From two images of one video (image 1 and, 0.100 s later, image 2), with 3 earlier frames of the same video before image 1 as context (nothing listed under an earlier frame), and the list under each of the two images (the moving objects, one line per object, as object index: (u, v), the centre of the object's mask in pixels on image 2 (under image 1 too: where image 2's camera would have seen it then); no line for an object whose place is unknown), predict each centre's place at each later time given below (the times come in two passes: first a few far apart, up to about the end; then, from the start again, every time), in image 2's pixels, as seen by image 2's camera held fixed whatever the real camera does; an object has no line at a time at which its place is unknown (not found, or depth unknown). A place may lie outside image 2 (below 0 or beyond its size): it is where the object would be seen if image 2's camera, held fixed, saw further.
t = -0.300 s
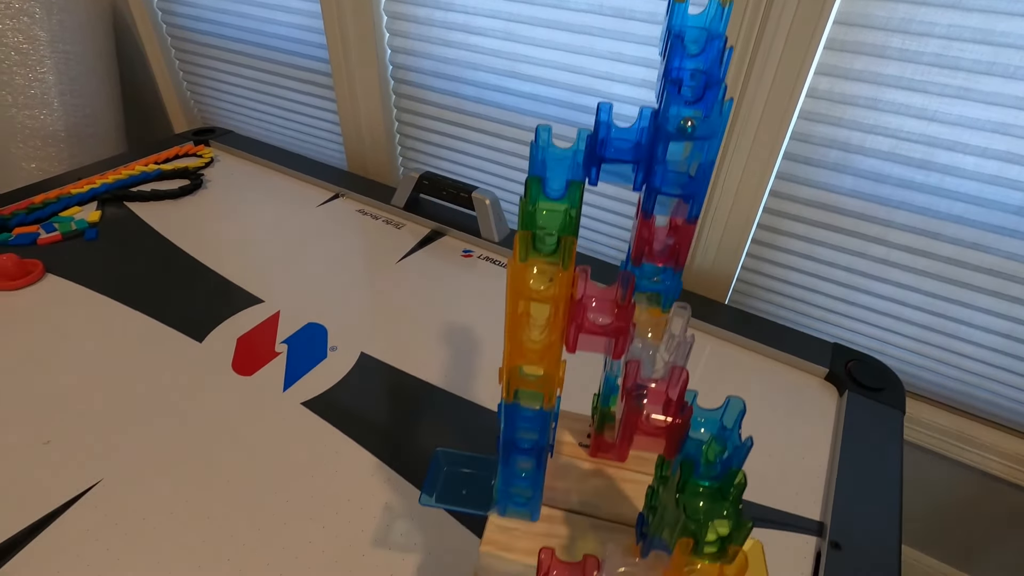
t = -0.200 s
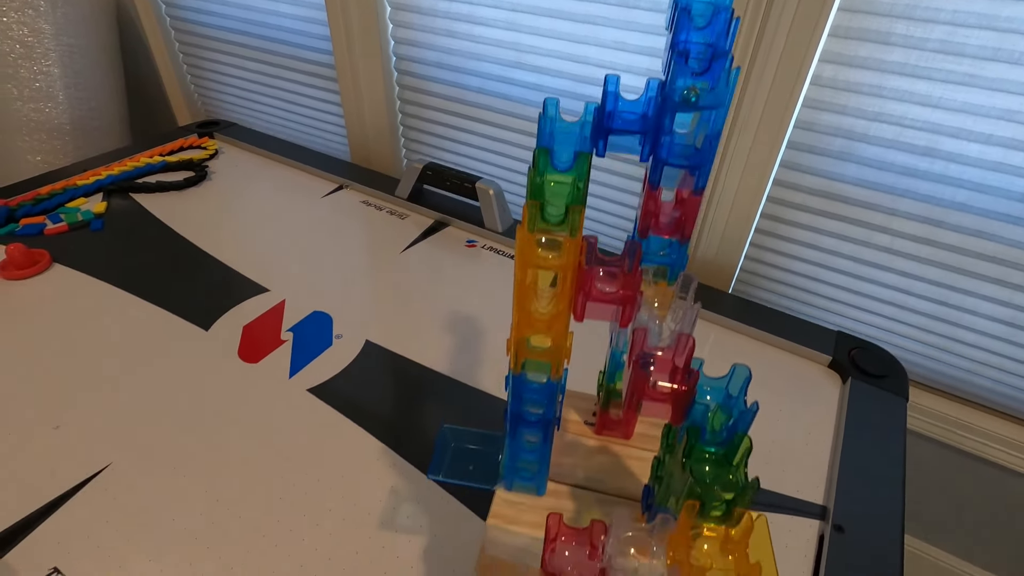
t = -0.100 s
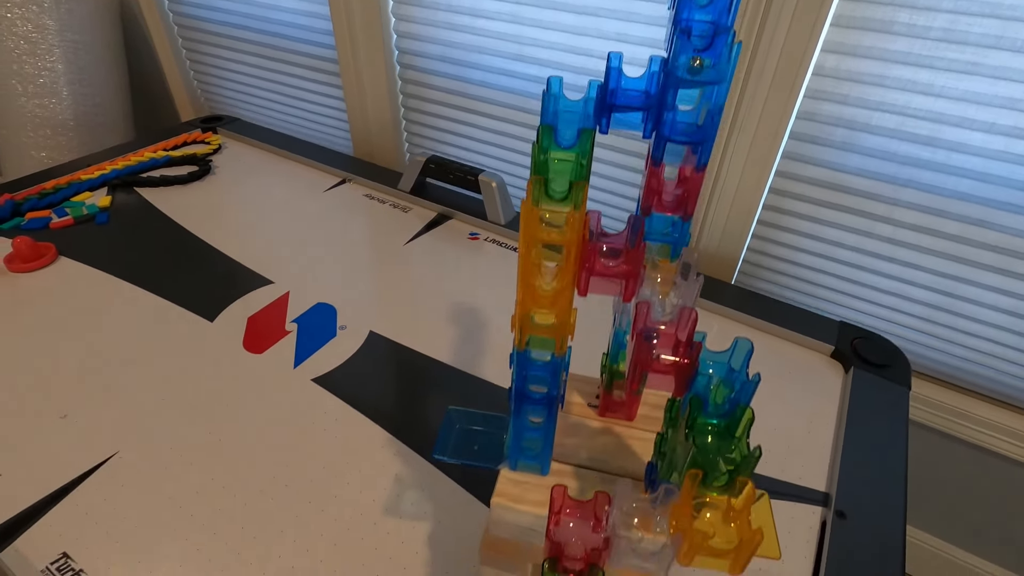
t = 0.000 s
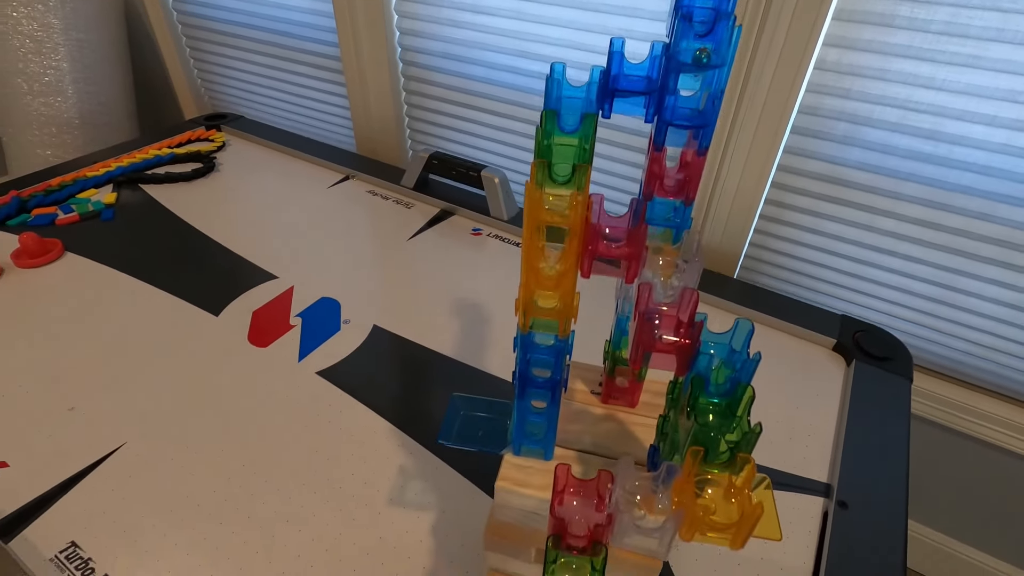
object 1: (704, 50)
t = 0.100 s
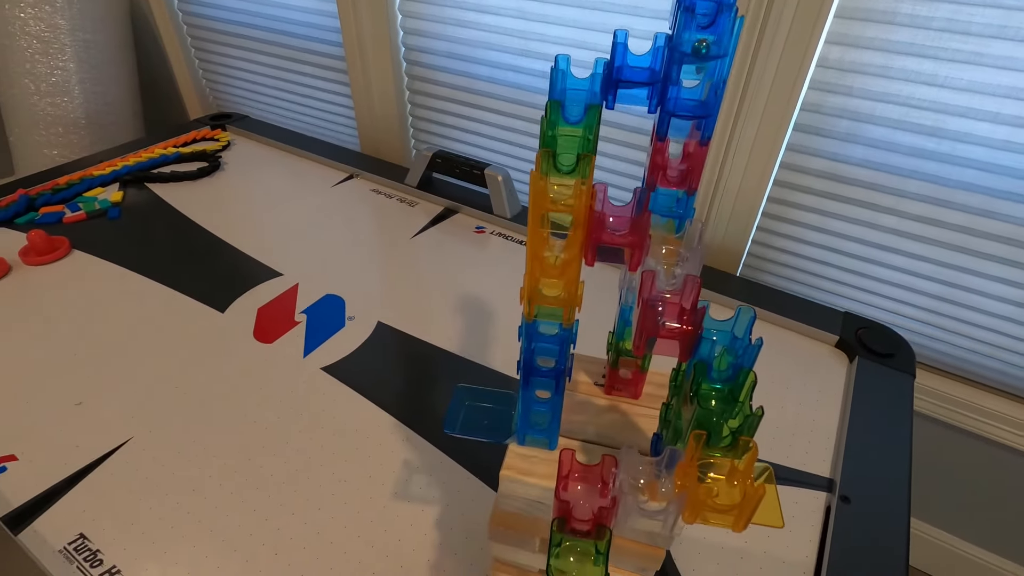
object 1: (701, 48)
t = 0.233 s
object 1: (684, 47)
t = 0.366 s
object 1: (657, 50)
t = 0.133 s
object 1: (697, 46)
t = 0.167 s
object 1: (694, 44)
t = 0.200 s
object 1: (687, 47)
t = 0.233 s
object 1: (684, 47)
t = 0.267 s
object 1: (681, 46)
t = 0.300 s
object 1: (672, 44)
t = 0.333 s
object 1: (661, 48)
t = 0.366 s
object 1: (657, 50)
